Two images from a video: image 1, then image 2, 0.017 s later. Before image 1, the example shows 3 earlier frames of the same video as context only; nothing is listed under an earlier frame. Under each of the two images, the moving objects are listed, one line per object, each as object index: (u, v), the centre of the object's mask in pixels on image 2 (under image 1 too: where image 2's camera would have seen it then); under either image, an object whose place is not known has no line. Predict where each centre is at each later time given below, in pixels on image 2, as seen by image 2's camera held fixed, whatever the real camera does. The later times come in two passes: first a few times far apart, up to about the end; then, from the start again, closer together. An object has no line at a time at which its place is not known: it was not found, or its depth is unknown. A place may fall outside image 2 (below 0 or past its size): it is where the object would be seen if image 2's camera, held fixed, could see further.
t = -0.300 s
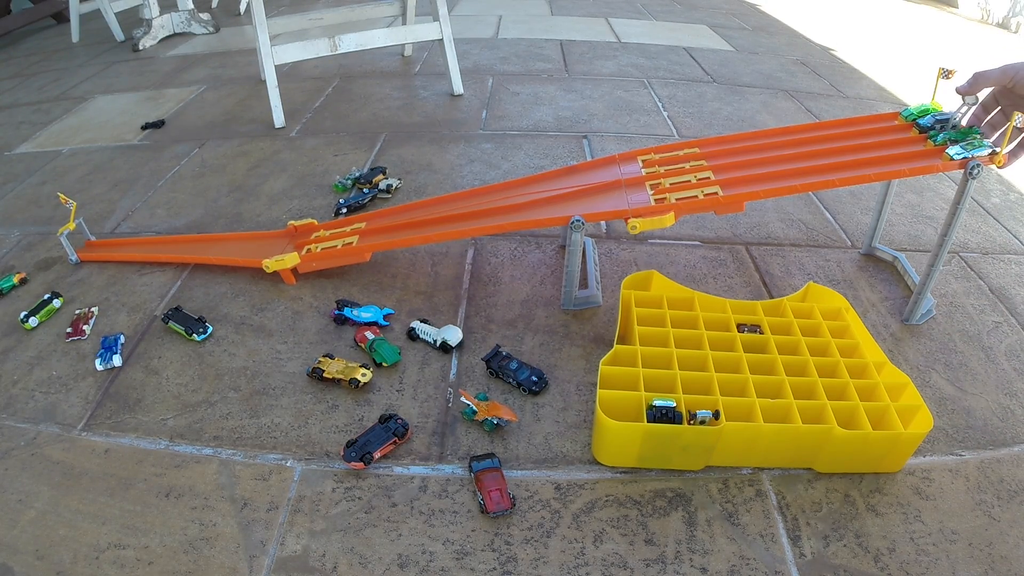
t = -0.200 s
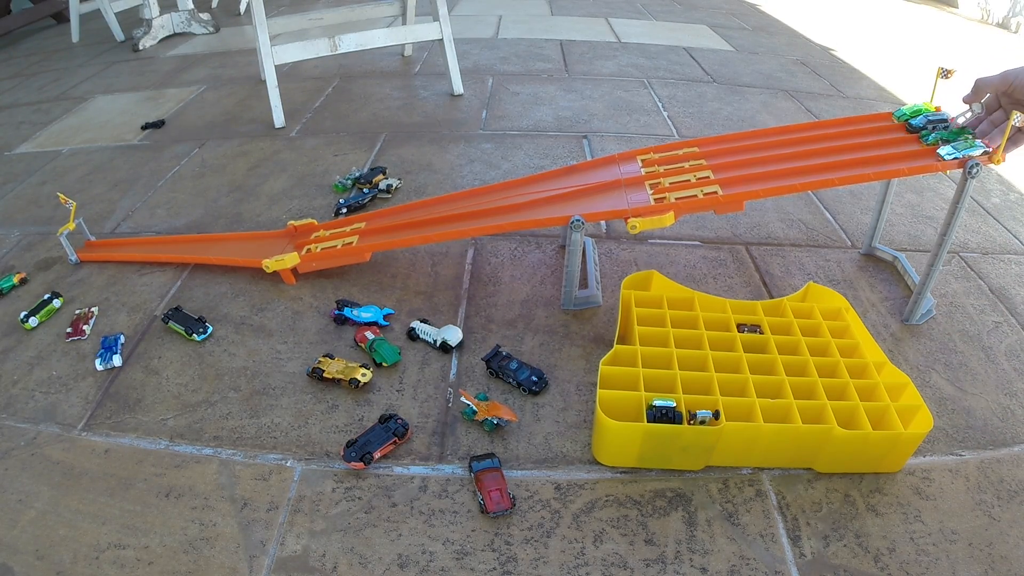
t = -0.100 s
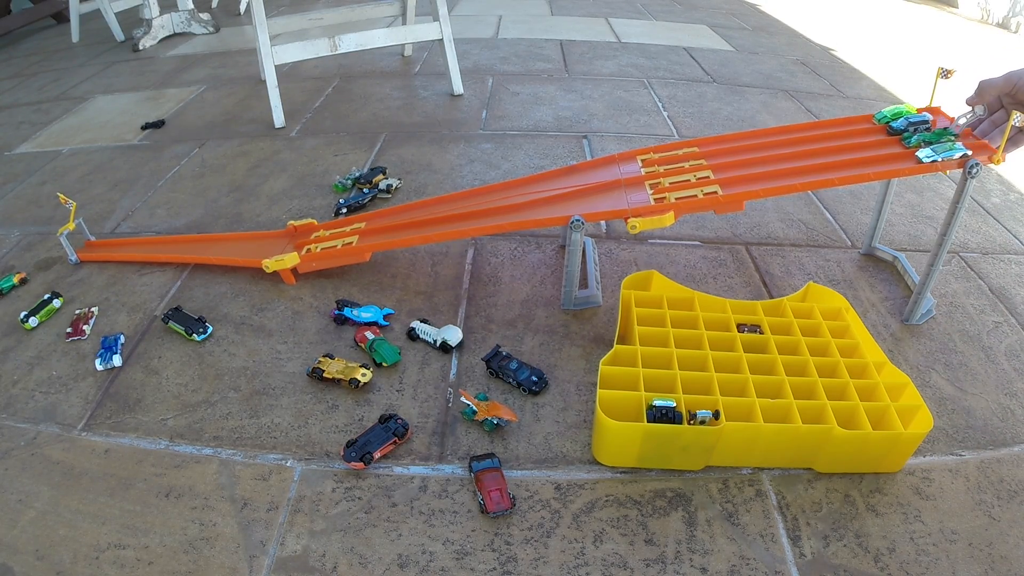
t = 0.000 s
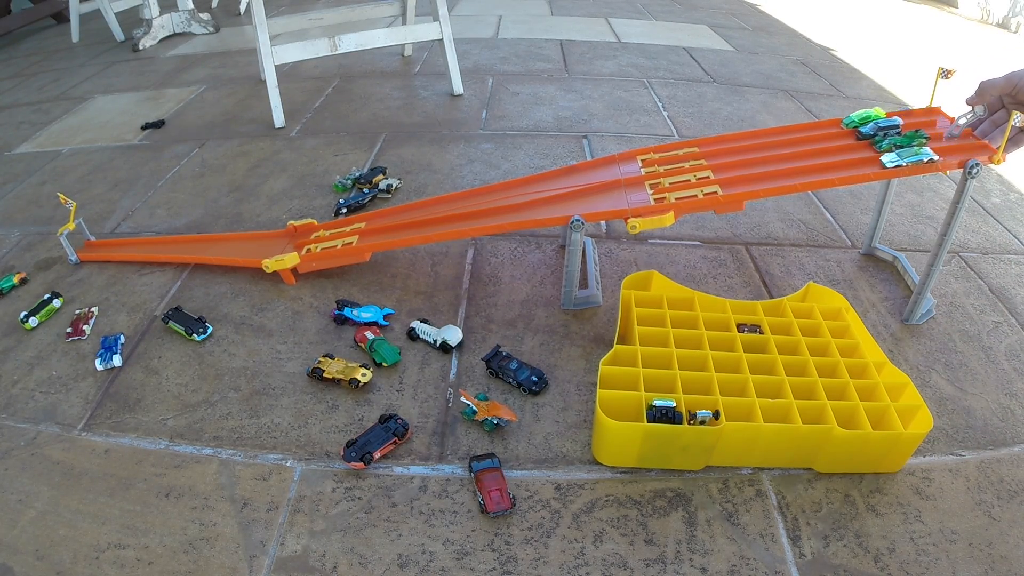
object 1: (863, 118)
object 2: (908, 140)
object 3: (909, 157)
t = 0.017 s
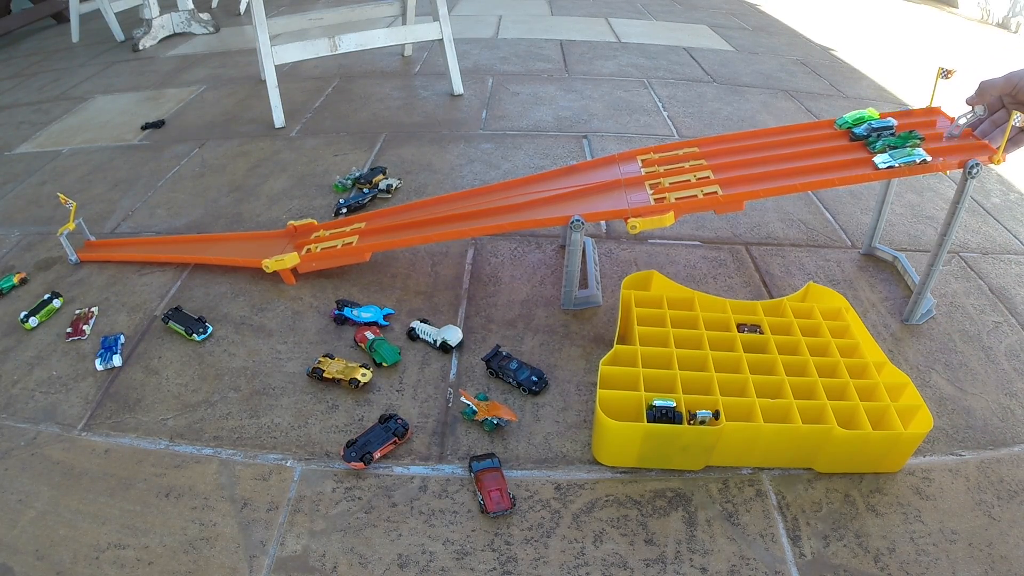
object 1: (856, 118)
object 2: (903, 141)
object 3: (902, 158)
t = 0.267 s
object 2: (756, 161)
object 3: (738, 180)
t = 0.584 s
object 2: (493, 279)
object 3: (459, 219)
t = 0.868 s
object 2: (248, 372)
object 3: (236, 262)
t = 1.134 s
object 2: (126, 417)
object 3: (120, 313)
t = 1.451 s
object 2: (86, 409)
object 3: (106, 317)
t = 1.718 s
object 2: (85, 408)
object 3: (105, 318)
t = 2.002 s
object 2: (85, 408)
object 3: (106, 317)
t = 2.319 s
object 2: (85, 408)
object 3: (106, 317)
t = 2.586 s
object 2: (84, 408)
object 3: (106, 318)
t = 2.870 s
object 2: (84, 408)
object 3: (106, 318)
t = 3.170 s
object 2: (84, 408)
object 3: (106, 317)
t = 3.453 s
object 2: (85, 408)
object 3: (106, 317)
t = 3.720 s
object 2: (84, 408)
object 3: (106, 317)
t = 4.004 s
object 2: (84, 408)
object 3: (106, 317)
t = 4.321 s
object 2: (84, 408)
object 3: (106, 317)
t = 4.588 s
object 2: (84, 408)
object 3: (107, 317)
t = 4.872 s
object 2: (84, 408)
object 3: (106, 317)
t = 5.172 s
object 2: (84, 408)
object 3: (107, 317)
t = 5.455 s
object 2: (84, 408)
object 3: (106, 317)
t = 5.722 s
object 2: (84, 408)
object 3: (107, 317)
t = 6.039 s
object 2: (84, 408)
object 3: (107, 317)
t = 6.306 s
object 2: (84, 408)
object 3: (107, 317)
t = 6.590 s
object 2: (84, 408)
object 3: (107, 318)
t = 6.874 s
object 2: (84, 408)
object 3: (106, 318)
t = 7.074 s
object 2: (84, 408)
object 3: (106, 317)
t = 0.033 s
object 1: (849, 120)
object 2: (896, 142)
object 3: (894, 159)
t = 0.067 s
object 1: (834, 121)
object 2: (882, 144)
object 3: (876, 161)
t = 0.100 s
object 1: (818, 124)
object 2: (867, 146)
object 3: (858, 163)
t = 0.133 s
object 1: (800, 127)
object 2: (849, 148)
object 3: (837, 166)
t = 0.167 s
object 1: (780, 129)
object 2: (829, 151)
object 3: (815, 169)
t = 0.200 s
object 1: (759, 132)
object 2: (809, 153)
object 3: (791, 172)
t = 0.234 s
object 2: (785, 157)
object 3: (765, 176)
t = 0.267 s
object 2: (756, 161)
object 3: (738, 180)
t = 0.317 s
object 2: (714, 167)
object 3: (695, 187)
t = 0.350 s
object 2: (687, 167)
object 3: (667, 191)
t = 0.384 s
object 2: (661, 162)
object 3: (640, 194)
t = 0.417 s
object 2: (638, 164)
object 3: (613, 199)
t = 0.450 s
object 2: (611, 175)
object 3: (581, 205)
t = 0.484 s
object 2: (585, 194)
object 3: (546, 210)
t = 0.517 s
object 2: (551, 218)
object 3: (515, 211)
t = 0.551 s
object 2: (524, 242)
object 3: (489, 215)
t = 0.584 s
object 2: (493, 279)
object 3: (459, 219)
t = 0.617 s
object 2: (466, 313)
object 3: (431, 224)
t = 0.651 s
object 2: (442, 306)
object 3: (403, 229)
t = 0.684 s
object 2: (408, 302)
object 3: (376, 234)
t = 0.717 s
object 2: (375, 310)
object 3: (351, 238)
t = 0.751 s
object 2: (342, 327)
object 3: (324, 235)
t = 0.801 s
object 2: (302, 367)
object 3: (283, 236)
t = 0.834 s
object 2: (275, 370)
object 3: (258, 246)
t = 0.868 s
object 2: (248, 372)
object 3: (236, 262)
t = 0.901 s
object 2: (224, 375)
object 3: (217, 282)
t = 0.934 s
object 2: (200, 392)
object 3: (198, 289)
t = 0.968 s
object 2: (184, 405)
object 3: (181, 284)
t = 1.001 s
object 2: (168, 410)
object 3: (164, 289)
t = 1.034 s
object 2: (155, 413)
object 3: (150, 292)
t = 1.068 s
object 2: (145, 418)
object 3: (138, 298)
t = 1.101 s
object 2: (135, 418)
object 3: (129, 309)
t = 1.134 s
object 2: (126, 417)
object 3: (120, 313)
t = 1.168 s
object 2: (118, 415)
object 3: (112, 315)
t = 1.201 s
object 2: (111, 414)
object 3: (107, 317)
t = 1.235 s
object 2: (105, 413)
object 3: (105, 317)
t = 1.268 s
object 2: (100, 412)
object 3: (105, 317)
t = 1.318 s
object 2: (95, 411)
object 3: (105, 317)
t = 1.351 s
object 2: (92, 410)
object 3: (105, 317)
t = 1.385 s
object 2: (90, 409)
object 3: (105, 317)
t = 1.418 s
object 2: (88, 409)
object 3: (106, 317)
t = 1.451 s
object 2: (86, 409)
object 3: (106, 317)
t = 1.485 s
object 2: (86, 408)
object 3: (106, 317)
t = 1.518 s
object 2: (85, 408)
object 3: (106, 317)
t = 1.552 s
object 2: (84, 408)
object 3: (106, 318)
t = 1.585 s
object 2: (84, 408)
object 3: (106, 318)
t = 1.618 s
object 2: (84, 408)
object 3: (106, 318)
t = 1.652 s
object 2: (84, 408)
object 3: (106, 318)
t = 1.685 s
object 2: (85, 408)
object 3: (106, 318)
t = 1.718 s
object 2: (85, 408)
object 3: (105, 318)
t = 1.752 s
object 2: (85, 408)
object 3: (105, 318)
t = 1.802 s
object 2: (85, 408)
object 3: (105, 318)
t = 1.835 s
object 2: (84, 408)
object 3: (106, 318)
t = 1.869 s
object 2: (85, 408)
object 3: (106, 317)
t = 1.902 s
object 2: (85, 408)
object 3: (105, 317)
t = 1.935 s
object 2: (84, 408)
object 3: (106, 317)
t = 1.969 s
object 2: (85, 408)
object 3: (106, 318)
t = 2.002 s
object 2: (85, 408)
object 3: (106, 317)
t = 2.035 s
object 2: (84, 408)
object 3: (106, 317)
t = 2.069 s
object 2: (85, 408)
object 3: (106, 317)
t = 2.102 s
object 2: (85, 408)
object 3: (105, 317)
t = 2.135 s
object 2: (85, 408)
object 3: (106, 317)
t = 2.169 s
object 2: (85, 408)
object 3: (106, 317)
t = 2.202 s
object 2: (85, 408)
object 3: (106, 317)
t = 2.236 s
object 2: (85, 408)
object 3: (106, 317)
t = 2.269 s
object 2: (85, 408)
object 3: (106, 317)
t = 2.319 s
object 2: (85, 408)
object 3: (106, 317)
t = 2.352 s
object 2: (85, 408)
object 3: (106, 318)
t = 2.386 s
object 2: (84, 408)
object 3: (105, 318)
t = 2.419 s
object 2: (84, 408)
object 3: (106, 318)
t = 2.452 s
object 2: (84, 408)
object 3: (106, 318)
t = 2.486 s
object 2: (84, 408)
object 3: (106, 318)
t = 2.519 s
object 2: (84, 408)
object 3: (105, 318)
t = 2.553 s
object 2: (84, 408)
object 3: (105, 318)
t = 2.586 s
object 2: (84, 408)
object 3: (106, 318)
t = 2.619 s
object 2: (84, 408)
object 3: (106, 318)
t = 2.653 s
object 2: (84, 408)
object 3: (106, 318)
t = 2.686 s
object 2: (84, 408)
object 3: (106, 318)
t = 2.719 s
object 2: (84, 408)
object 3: (106, 318)
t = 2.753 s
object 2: (84, 408)
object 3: (106, 318)
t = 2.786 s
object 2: (84, 408)
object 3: (106, 318)
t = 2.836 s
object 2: (84, 408)
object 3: (106, 318)
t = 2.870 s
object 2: (84, 408)
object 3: (106, 318)
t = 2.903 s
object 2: (84, 408)
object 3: (106, 318)
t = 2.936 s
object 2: (84, 408)
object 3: (106, 318)
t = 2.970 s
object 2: (84, 408)
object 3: (106, 317)
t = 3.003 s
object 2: (84, 408)
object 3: (106, 317)
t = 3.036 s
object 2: (84, 408)
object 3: (106, 317)
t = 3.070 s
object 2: (84, 408)
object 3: (106, 317)
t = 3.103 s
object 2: (84, 408)
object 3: (106, 317)
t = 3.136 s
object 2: (84, 408)
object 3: (106, 317)
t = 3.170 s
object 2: (84, 408)
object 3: (106, 317)
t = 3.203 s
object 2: (84, 408)
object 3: (106, 317)
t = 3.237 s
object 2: (84, 408)
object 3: (106, 317)
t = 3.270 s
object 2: (85, 408)
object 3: (106, 317)
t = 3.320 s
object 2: (85, 408)
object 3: (106, 317)
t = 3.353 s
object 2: (85, 408)
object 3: (106, 317)
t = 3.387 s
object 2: (85, 408)
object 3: (106, 317)
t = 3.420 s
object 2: (84, 408)
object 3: (106, 317)
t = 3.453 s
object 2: (85, 408)
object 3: (106, 317)
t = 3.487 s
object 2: (84, 408)
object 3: (106, 317)
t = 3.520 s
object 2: (85, 408)
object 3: (106, 317)
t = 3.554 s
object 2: (85, 408)
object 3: (106, 317)
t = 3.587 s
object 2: (85, 408)
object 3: (106, 317)
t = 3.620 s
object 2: (85, 408)
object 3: (106, 317)
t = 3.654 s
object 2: (84, 408)
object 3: (106, 317)
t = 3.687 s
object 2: (84, 408)
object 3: (106, 317)
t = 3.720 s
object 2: (84, 408)
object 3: (106, 317)
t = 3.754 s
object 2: (85, 408)
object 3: (107, 317)
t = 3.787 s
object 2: (85, 408)
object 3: (107, 317)
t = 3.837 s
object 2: (85, 408)
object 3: (107, 317)
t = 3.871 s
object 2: (84, 408)
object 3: (107, 317)
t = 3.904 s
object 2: (84, 408)
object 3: (106, 317)
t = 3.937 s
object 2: (84, 408)
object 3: (106, 317)
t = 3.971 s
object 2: (84, 408)
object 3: (106, 317)
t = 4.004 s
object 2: (84, 408)
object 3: (106, 317)
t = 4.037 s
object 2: (84, 408)
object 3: (106, 317)
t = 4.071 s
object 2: (84, 408)
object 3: (106, 317)
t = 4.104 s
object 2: (84, 408)
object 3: (106, 317)
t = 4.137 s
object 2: (84, 408)
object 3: (106, 317)
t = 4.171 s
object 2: (84, 408)
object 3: (106, 317)
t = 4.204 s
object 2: (84, 408)
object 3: (106, 317)
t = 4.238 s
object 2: (84, 408)
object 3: (107, 317)
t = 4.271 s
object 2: (84, 408)
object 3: (106, 317)
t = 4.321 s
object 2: (84, 408)
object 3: (106, 317)
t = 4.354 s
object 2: (84, 408)
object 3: (106, 317)
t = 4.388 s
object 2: (84, 408)
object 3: (106, 317)
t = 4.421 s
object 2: (84, 408)
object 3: (106, 317)
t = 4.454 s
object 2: (84, 408)
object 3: (106, 317)
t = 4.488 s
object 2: (84, 408)
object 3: (106, 317)
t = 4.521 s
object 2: (84, 408)
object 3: (107, 317)
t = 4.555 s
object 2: (84, 408)
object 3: (106, 317)
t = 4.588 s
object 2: (84, 408)
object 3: (107, 317)
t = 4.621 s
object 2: (84, 408)
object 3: (106, 317)
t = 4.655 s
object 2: (84, 408)
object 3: (107, 317)
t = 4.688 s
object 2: (84, 408)
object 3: (106, 317)
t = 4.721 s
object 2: (84, 408)
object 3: (106, 317)
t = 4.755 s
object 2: (84, 408)
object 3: (107, 317)
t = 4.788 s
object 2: (84, 408)
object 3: (107, 317)
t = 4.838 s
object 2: (84, 408)
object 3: (106, 317)
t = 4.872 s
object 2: (84, 408)
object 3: (106, 317)
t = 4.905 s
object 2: (84, 408)
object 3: (107, 317)
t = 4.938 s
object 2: (84, 408)
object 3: (106, 317)
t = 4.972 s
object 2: (84, 408)
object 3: (106, 317)
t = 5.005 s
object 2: (84, 408)
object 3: (107, 317)
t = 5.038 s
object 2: (84, 408)
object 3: (106, 317)
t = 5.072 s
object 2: (84, 408)
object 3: (106, 317)
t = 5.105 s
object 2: (84, 408)
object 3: (106, 317)
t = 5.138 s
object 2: (84, 408)
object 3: (106, 317)
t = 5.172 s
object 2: (84, 408)
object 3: (107, 317)
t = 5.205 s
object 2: (84, 408)
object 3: (107, 317)
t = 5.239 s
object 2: (84, 408)
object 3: (106, 317)
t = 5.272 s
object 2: (84, 408)
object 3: (107, 317)
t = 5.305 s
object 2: (84, 408)
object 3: (107, 317)
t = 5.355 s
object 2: (84, 408)
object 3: (106, 317)
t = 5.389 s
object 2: (84, 408)
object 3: (106, 317)
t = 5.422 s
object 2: (84, 408)
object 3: (106, 317)
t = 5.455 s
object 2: (84, 408)
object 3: (106, 317)
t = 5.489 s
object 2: (84, 408)
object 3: (107, 317)
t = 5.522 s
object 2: (84, 408)
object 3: (107, 317)
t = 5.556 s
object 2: (84, 408)
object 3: (107, 317)
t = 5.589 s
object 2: (84, 408)
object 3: (107, 317)
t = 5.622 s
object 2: (84, 408)
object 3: (106, 317)
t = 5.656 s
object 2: (84, 408)
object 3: (107, 317)
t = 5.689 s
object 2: (84, 408)
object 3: (107, 317)
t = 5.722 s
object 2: (84, 408)
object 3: (107, 317)
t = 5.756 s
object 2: (84, 408)
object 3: (107, 317)
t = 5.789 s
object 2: (84, 408)
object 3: (107, 317)
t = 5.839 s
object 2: (84, 408)
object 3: (107, 317)
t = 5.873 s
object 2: (84, 408)
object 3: (107, 317)
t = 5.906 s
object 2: (85, 408)
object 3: (107, 317)
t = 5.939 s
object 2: (84, 408)
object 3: (107, 317)
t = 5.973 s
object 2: (84, 408)
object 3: (107, 317)
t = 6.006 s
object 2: (84, 408)
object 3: (107, 317)
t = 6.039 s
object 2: (84, 408)
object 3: (107, 317)
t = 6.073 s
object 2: (85, 408)
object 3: (107, 317)
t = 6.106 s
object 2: (84, 408)
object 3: (107, 317)
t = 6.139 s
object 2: (85, 408)
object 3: (107, 317)
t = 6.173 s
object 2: (85, 408)
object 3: (107, 317)
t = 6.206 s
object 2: (84, 408)
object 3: (107, 317)
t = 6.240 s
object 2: (85, 408)
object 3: (107, 317)
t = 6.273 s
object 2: (84, 408)
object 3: (107, 317)
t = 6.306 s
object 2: (84, 408)
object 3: (107, 317)
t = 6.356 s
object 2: (84, 408)
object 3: (107, 318)
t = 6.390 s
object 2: (84, 408)
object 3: (107, 318)
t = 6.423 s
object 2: (84, 408)
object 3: (107, 318)
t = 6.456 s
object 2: (84, 408)
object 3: (107, 318)
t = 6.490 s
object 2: (84, 408)
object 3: (107, 318)
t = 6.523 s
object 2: (84, 408)
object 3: (107, 318)
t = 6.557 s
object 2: (85, 408)
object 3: (106, 318)
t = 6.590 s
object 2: (84, 408)
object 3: (107, 318)
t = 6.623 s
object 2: (84, 408)
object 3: (106, 318)
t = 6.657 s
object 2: (84, 408)
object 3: (106, 318)
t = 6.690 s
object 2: (84, 408)
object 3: (106, 318)
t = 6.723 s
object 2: (84, 408)
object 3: (105, 318)
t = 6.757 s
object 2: (84, 408)
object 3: (105, 318)
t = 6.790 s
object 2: (84, 408)
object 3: (106, 318)
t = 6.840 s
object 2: (84, 408)
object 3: (105, 318)
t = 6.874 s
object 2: (84, 408)
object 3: (106, 318)
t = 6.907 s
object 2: (84, 408)
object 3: (106, 318)
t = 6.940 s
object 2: (84, 408)
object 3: (106, 318)
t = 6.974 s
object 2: (84, 408)
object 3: (106, 318)
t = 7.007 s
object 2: (84, 408)
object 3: (106, 318)
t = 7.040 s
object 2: (84, 408)
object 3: (106, 318)
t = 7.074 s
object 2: (84, 408)
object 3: (106, 317)
